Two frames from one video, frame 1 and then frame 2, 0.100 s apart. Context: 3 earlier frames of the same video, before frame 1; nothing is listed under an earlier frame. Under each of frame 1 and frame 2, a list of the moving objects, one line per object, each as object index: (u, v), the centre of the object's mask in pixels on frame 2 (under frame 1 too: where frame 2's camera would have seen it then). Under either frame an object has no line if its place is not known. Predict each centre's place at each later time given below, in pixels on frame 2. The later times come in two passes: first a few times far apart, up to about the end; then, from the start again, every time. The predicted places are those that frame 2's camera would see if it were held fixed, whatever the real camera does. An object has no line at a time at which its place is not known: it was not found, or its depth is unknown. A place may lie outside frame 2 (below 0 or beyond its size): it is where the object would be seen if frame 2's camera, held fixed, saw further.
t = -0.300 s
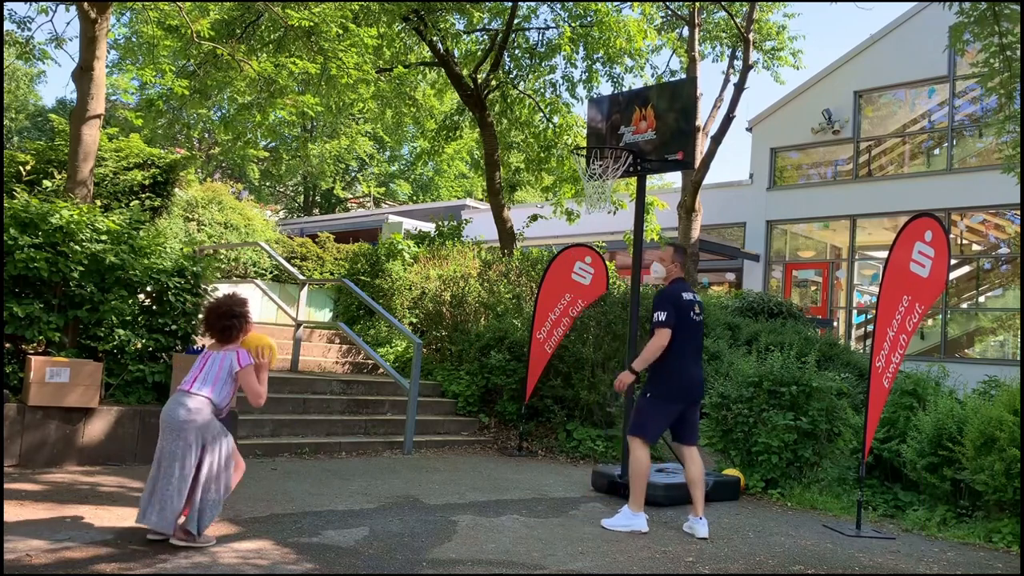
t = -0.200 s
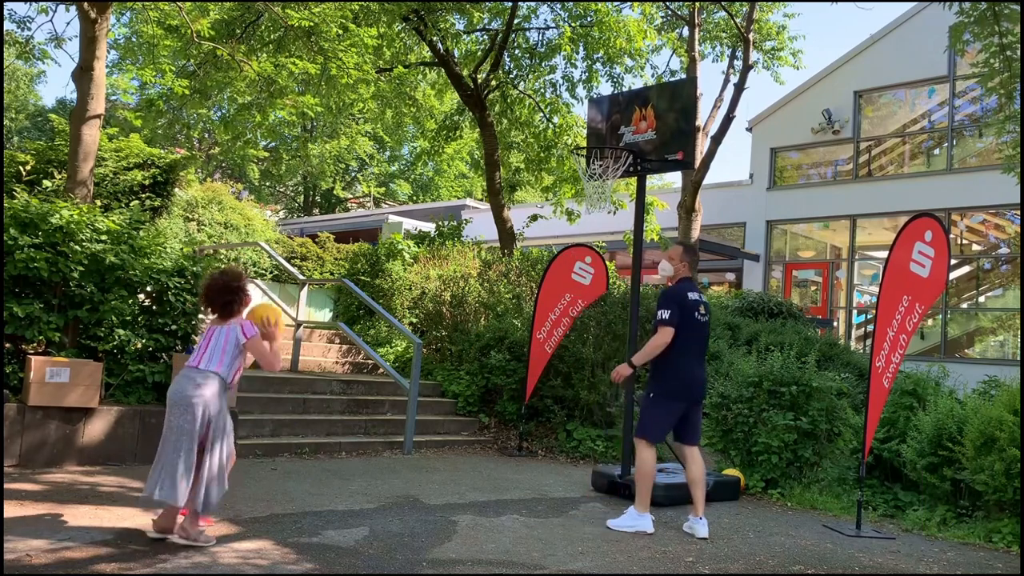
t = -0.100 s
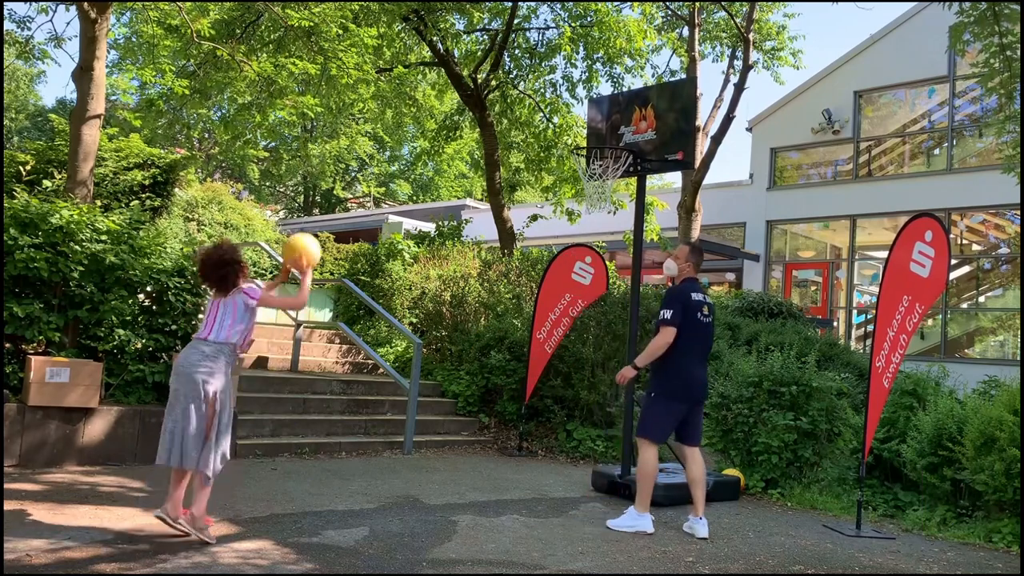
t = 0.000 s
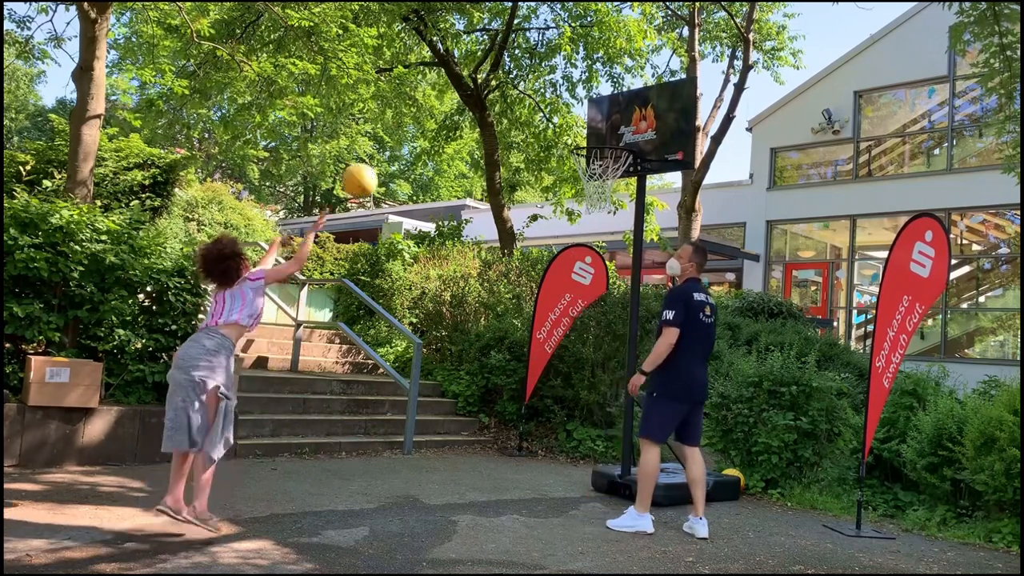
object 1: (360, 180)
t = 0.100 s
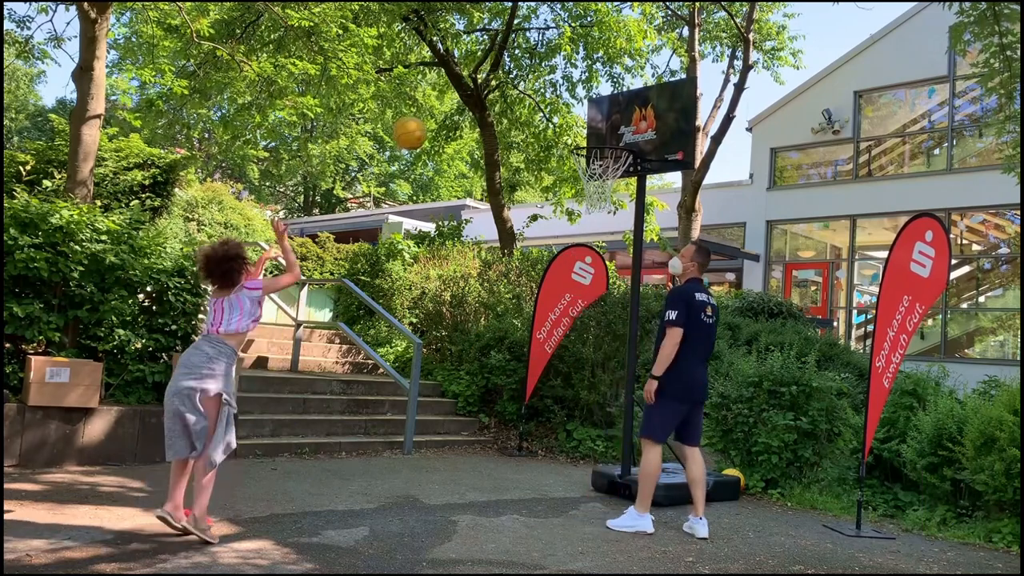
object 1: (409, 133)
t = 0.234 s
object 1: (468, 99)
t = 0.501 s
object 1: (560, 112)
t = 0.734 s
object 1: (611, 179)
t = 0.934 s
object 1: (614, 199)
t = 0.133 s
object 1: (425, 122)
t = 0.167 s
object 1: (440, 113)
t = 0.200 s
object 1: (455, 105)
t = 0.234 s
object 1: (468, 99)
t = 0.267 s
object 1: (481, 95)
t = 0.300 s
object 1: (493, 93)
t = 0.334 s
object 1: (505, 92)
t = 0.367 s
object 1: (518, 93)
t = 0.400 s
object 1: (529, 96)
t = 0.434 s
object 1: (540, 100)
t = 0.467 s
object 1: (550, 105)
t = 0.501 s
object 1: (560, 112)
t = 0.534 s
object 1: (570, 120)
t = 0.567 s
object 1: (579, 129)
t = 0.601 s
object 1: (588, 138)
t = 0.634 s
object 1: (597, 151)
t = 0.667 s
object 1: (603, 162)
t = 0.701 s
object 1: (607, 170)
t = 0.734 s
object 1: (611, 179)
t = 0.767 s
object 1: (615, 185)
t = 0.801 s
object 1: (617, 190)
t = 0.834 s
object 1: (617, 192)
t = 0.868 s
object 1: (616, 194)
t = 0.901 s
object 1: (615, 195)
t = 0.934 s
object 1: (614, 199)
